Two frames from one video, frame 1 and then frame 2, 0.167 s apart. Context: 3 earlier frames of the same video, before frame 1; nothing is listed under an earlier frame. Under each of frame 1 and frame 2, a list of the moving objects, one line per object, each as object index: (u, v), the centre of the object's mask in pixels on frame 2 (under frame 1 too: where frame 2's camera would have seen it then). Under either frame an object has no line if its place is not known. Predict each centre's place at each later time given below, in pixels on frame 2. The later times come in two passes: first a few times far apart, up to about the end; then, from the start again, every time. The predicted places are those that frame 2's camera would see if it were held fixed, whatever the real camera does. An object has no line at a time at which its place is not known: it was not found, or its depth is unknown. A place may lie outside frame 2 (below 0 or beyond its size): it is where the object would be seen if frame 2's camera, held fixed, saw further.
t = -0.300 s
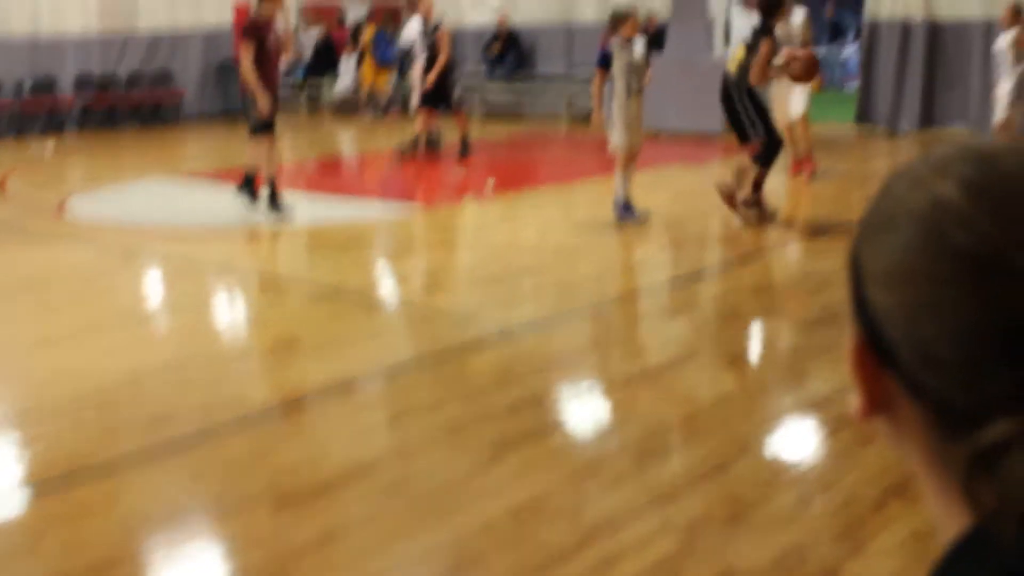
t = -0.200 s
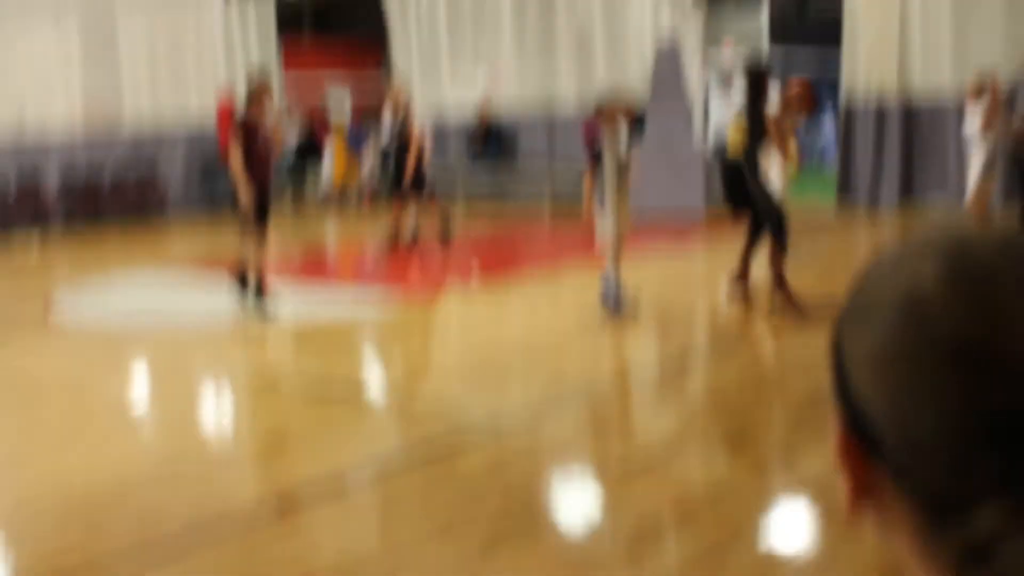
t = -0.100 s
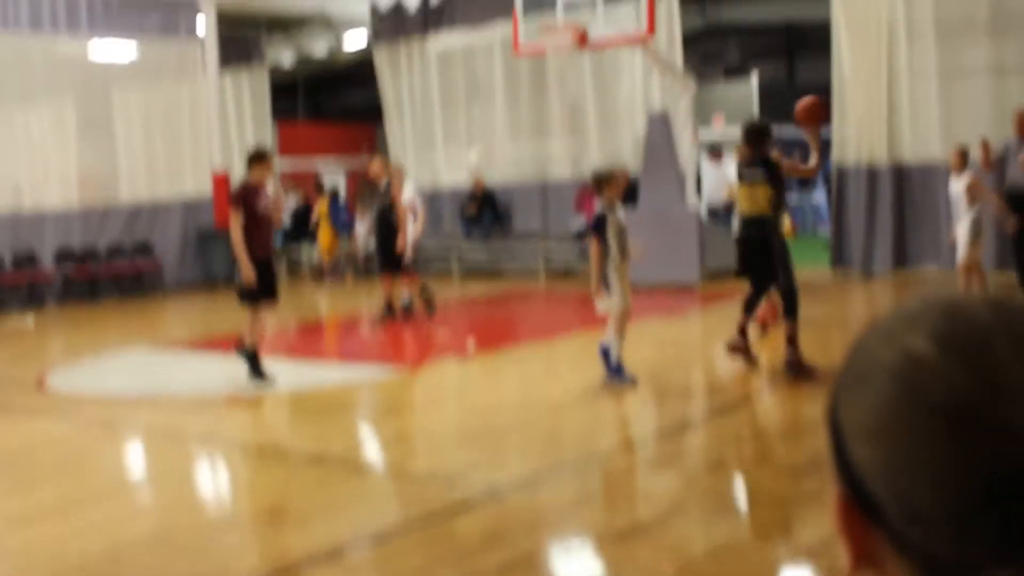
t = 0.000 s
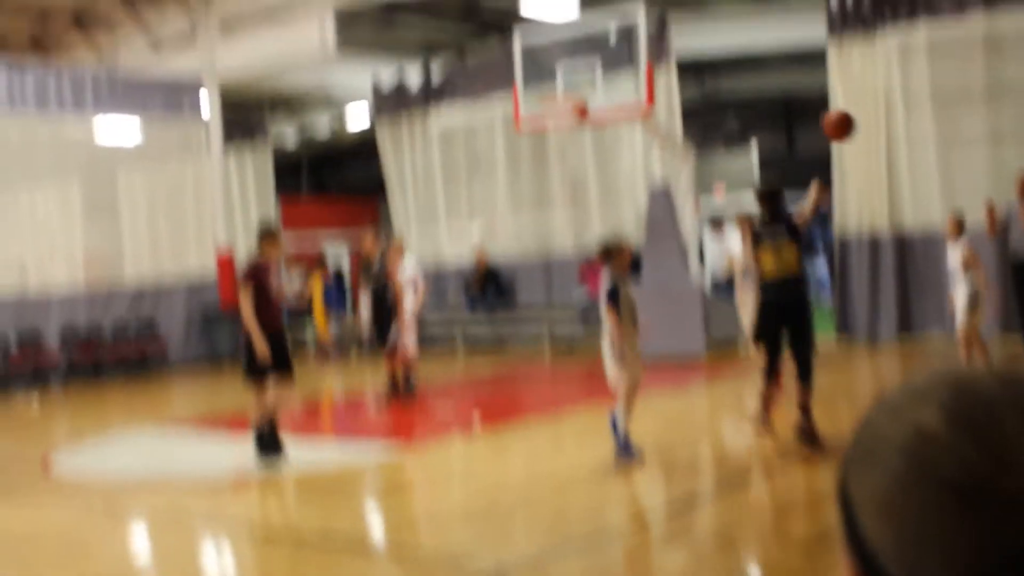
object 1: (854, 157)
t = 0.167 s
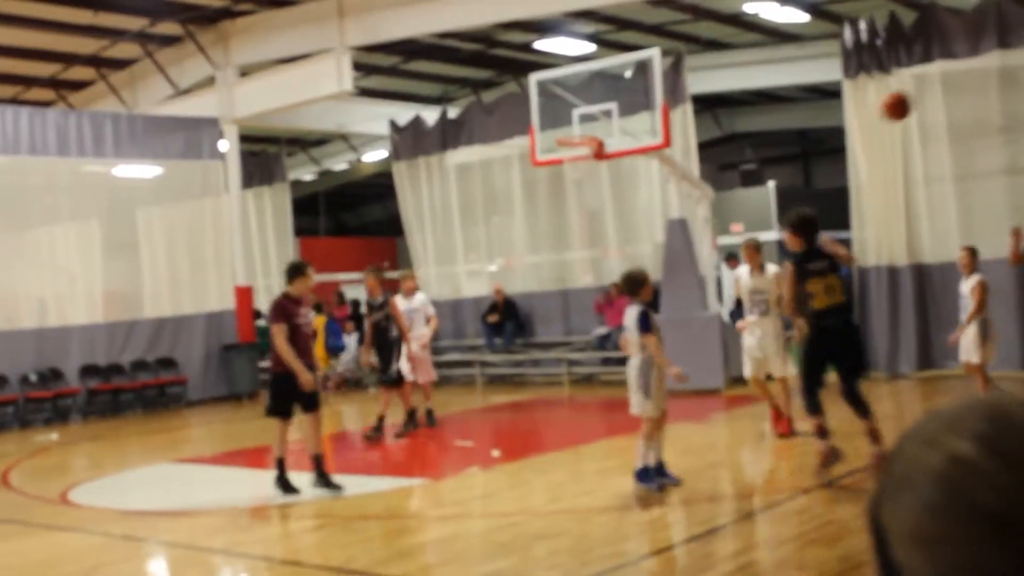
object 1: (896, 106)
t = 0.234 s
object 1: (912, 95)
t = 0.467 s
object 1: (963, 99)
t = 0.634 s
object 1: (999, 135)
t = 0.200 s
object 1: (904, 100)
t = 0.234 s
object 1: (912, 95)
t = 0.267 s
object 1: (919, 91)
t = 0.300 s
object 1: (927, 90)
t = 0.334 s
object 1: (934, 89)
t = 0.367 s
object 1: (942, 90)
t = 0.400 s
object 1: (950, 91)
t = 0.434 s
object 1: (957, 94)
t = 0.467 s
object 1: (963, 99)
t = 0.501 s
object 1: (971, 104)
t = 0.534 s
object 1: (977, 111)
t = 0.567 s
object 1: (985, 118)
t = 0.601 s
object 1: (992, 126)
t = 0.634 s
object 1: (999, 135)
